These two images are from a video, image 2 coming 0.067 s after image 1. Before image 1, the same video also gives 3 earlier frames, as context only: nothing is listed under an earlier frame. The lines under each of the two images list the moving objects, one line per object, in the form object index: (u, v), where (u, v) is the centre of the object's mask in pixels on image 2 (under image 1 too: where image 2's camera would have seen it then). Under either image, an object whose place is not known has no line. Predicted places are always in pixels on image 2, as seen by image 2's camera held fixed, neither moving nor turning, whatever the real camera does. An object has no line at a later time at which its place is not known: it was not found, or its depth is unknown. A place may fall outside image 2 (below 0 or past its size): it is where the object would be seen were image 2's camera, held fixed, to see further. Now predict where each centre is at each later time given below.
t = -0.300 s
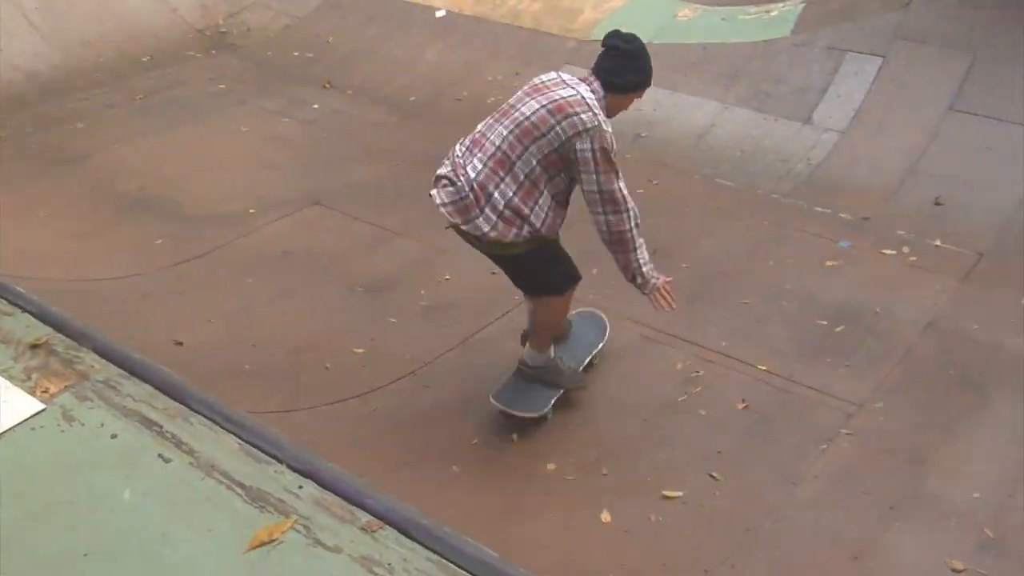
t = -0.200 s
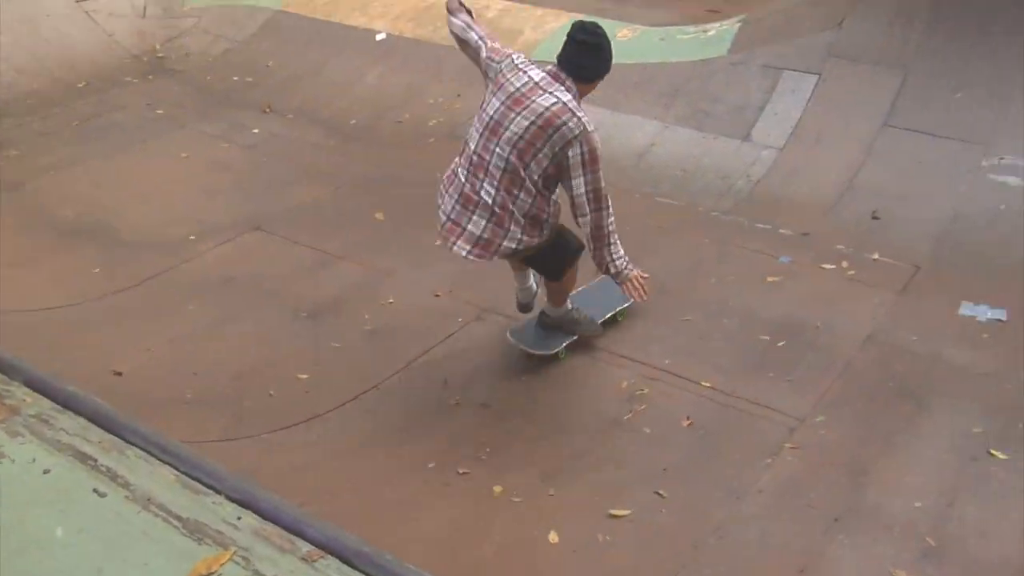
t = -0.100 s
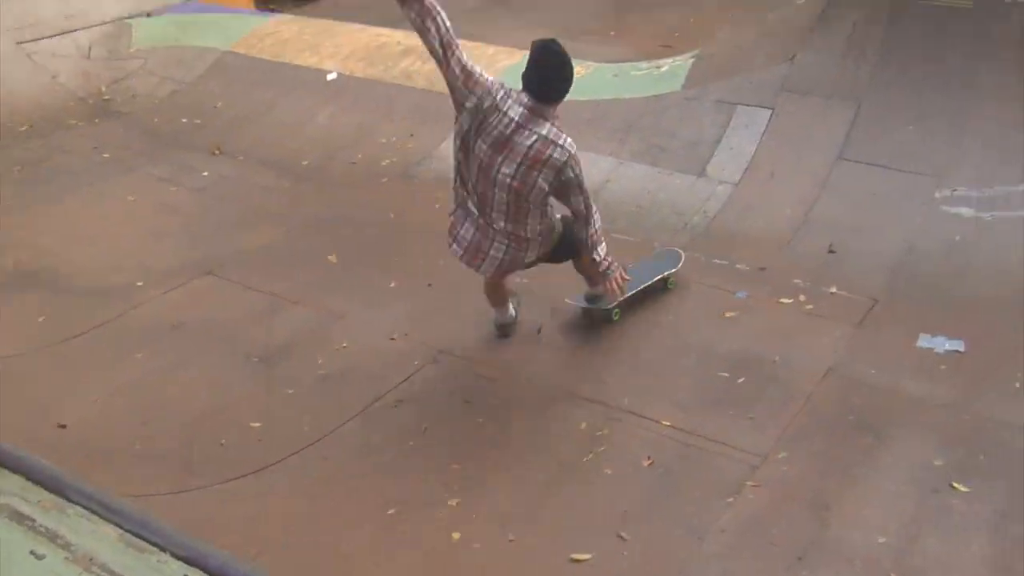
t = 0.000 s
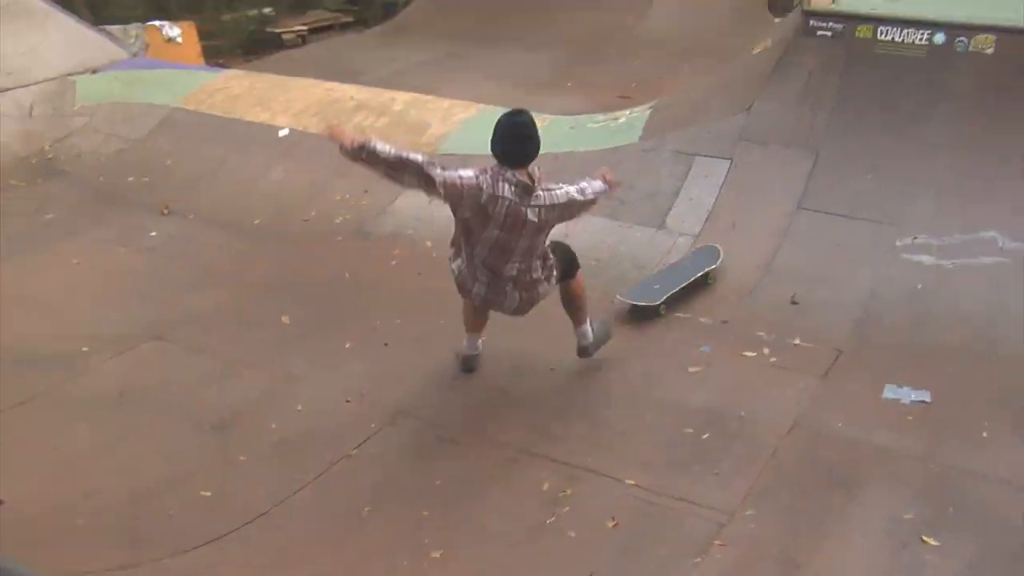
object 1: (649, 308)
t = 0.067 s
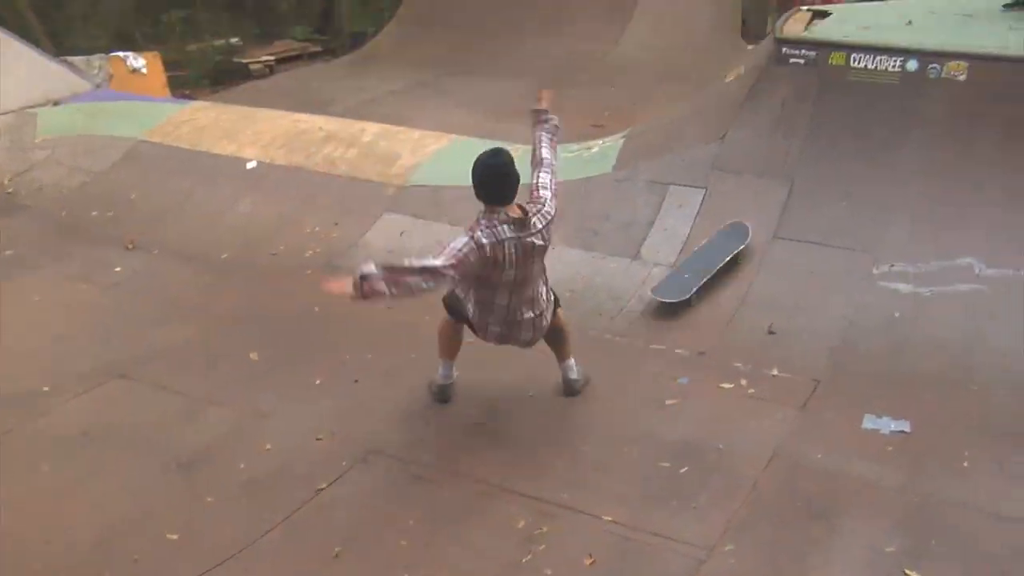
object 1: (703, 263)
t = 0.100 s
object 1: (729, 236)
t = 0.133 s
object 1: (756, 206)
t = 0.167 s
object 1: (780, 173)
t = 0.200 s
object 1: (804, 139)
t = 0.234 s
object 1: (825, 104)
